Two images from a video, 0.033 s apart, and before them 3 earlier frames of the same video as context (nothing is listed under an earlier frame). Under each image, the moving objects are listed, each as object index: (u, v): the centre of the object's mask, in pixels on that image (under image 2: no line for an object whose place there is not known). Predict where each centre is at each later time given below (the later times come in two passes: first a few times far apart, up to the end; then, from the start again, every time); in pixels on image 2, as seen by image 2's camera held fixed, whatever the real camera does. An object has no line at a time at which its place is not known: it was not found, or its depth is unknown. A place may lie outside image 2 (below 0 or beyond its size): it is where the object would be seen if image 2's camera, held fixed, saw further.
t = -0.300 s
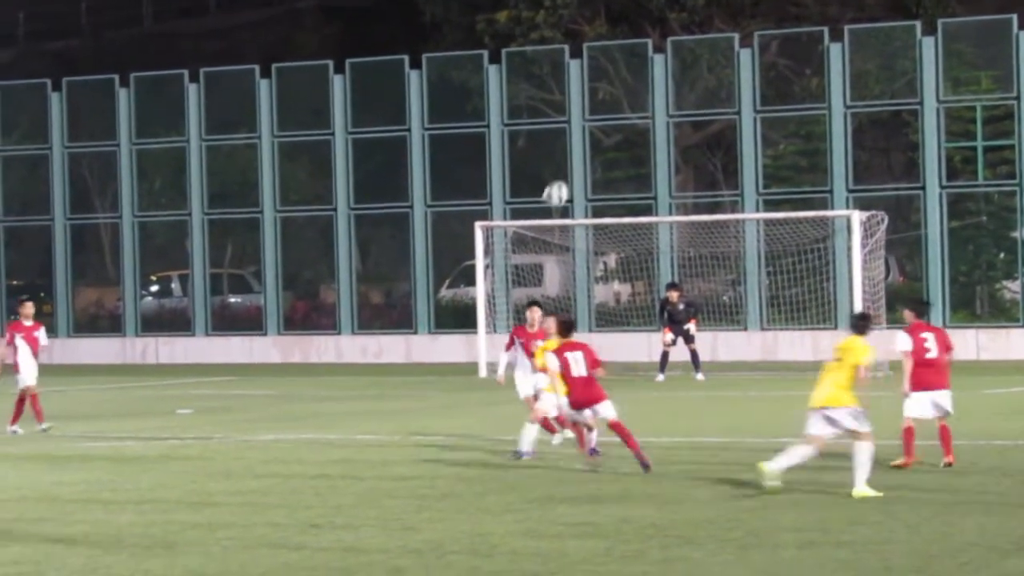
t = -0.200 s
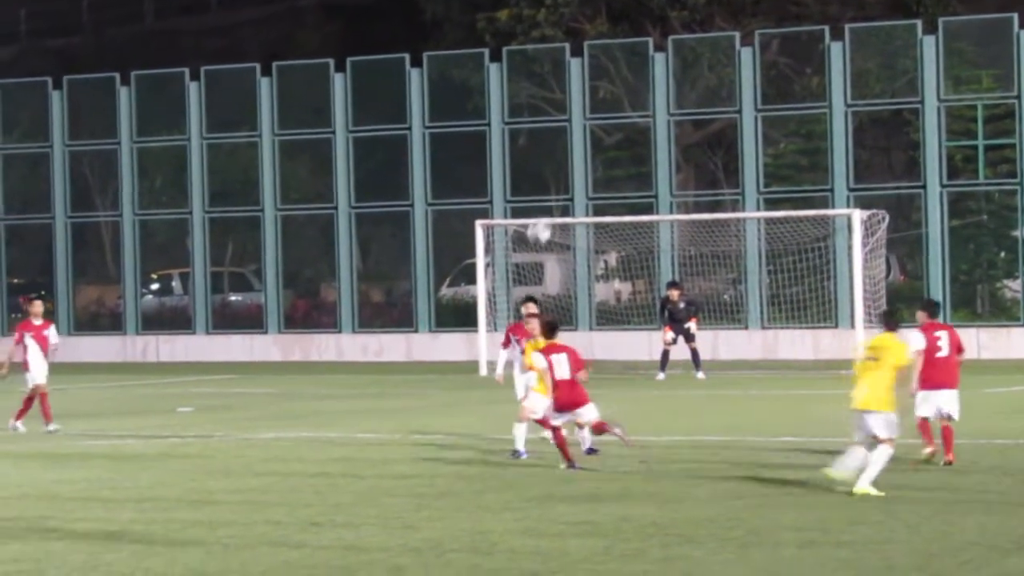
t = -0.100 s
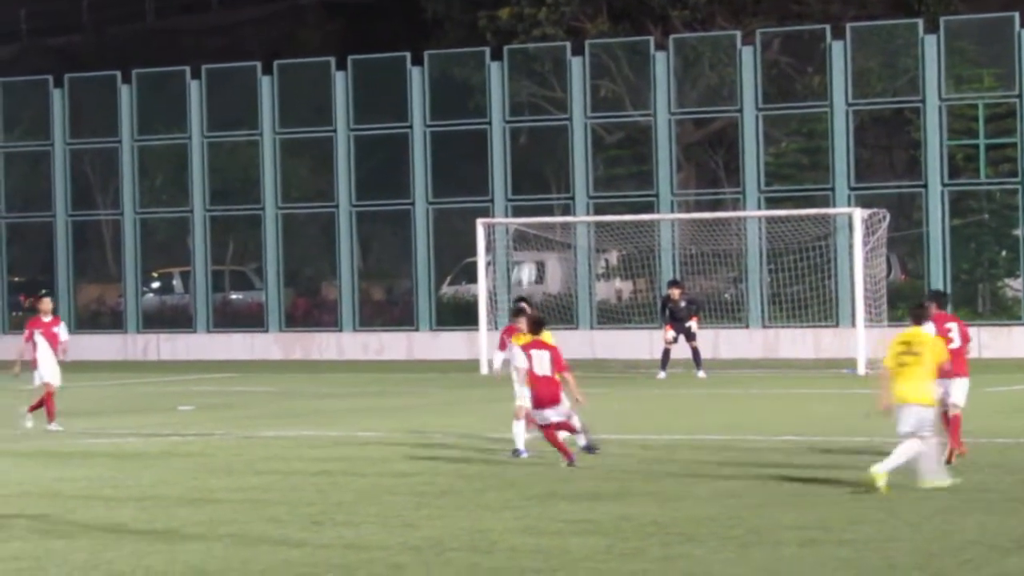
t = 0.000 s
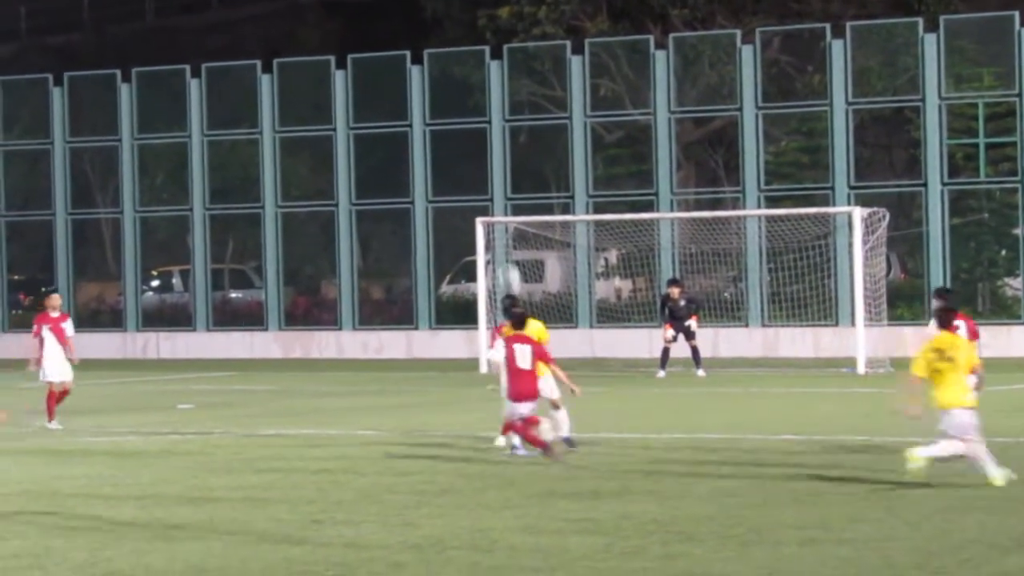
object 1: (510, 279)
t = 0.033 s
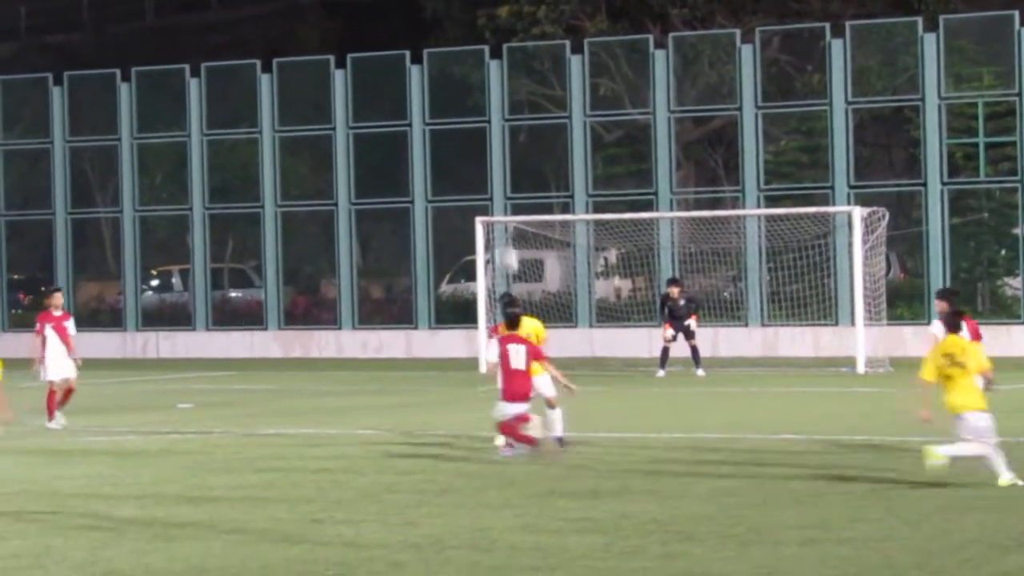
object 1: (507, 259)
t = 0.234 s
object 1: (489, 174)
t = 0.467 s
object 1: (471, 123)
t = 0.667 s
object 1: (456, 121)
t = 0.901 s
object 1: (439, 172)
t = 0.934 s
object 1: (436, 185)
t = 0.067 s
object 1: (504, 242)
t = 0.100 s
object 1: (502, 230)
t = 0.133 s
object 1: (498, 210)
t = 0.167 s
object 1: (495, 199)
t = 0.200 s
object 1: (492, 187)
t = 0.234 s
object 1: (489, 174)
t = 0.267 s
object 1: (486, 163)
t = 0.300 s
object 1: (484, 155)
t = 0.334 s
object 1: (482, 146)
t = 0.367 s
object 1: (479, 139)
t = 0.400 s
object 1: (476, 132)
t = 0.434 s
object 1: (474, 127)
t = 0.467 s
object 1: (471, 123)
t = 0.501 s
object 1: (469, 120)
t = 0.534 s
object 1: (466, 118)
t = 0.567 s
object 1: (463, 117)
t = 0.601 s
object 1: (461, 117)
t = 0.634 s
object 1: (458, 119)
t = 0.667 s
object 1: (456, 121)
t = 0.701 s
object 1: (453, 125)
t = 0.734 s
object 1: (451, 129)
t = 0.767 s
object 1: (448, 136)
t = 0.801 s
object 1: (446, 143)
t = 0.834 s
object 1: (443, 152)
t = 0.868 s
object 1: (441, 161)
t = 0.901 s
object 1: (439, 172)
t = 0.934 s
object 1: (436, 185)
